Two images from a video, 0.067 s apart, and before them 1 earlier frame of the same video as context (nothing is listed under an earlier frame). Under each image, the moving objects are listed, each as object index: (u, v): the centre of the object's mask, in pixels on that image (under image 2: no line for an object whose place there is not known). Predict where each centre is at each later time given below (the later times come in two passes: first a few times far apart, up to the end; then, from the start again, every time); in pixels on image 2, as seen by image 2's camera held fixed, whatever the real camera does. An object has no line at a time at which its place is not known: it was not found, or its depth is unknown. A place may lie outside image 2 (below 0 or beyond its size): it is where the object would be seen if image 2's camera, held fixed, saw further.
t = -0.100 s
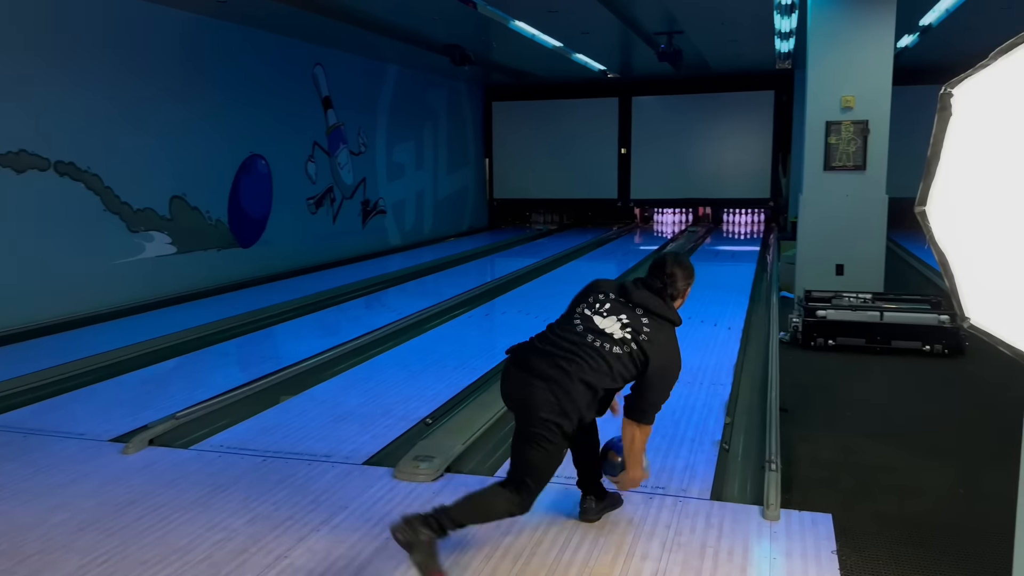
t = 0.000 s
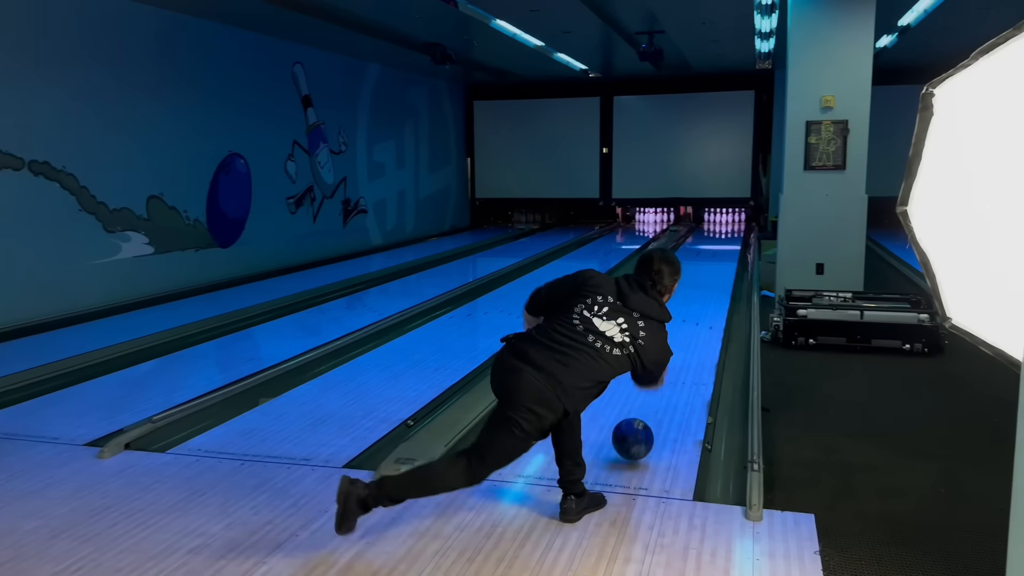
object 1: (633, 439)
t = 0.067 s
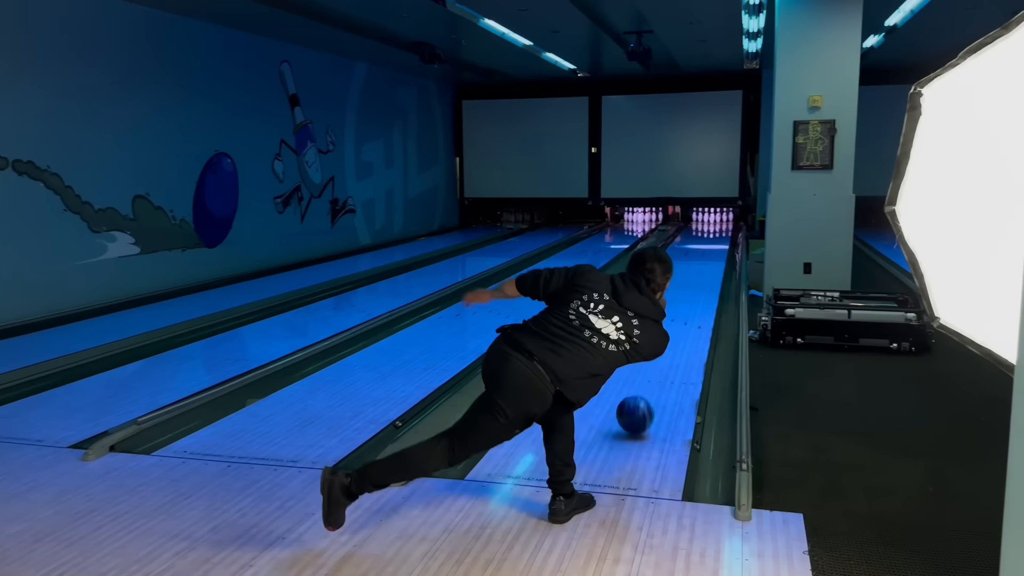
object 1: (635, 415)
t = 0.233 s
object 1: (659, 370)
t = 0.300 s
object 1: (667, 356)
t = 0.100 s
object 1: (640, 405)
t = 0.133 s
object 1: (646, 397)
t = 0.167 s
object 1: (651, 387)
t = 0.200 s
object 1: (656, 378)
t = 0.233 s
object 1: (659, 370)
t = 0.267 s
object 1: (663, 363)
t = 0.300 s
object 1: (667, 356)
